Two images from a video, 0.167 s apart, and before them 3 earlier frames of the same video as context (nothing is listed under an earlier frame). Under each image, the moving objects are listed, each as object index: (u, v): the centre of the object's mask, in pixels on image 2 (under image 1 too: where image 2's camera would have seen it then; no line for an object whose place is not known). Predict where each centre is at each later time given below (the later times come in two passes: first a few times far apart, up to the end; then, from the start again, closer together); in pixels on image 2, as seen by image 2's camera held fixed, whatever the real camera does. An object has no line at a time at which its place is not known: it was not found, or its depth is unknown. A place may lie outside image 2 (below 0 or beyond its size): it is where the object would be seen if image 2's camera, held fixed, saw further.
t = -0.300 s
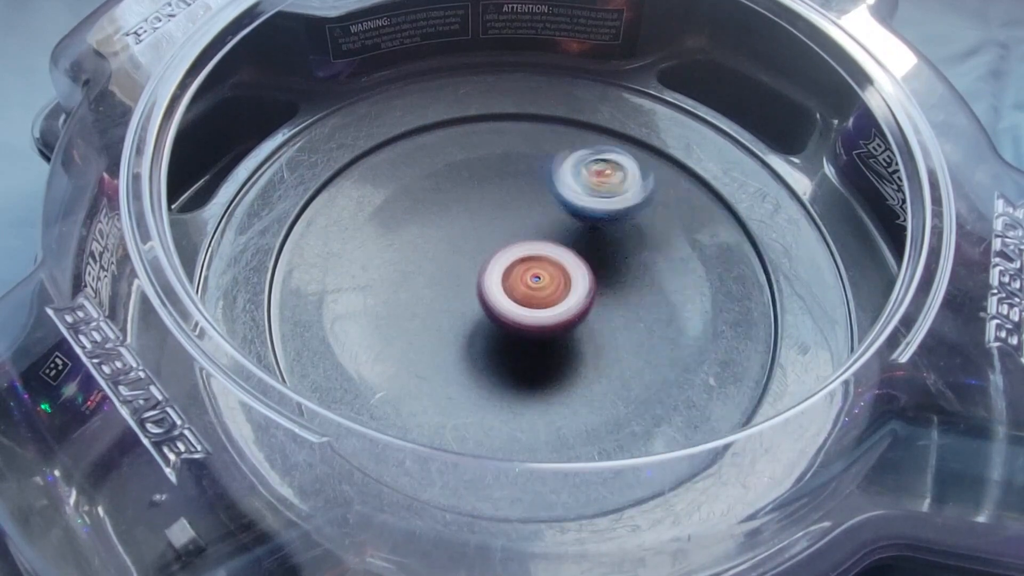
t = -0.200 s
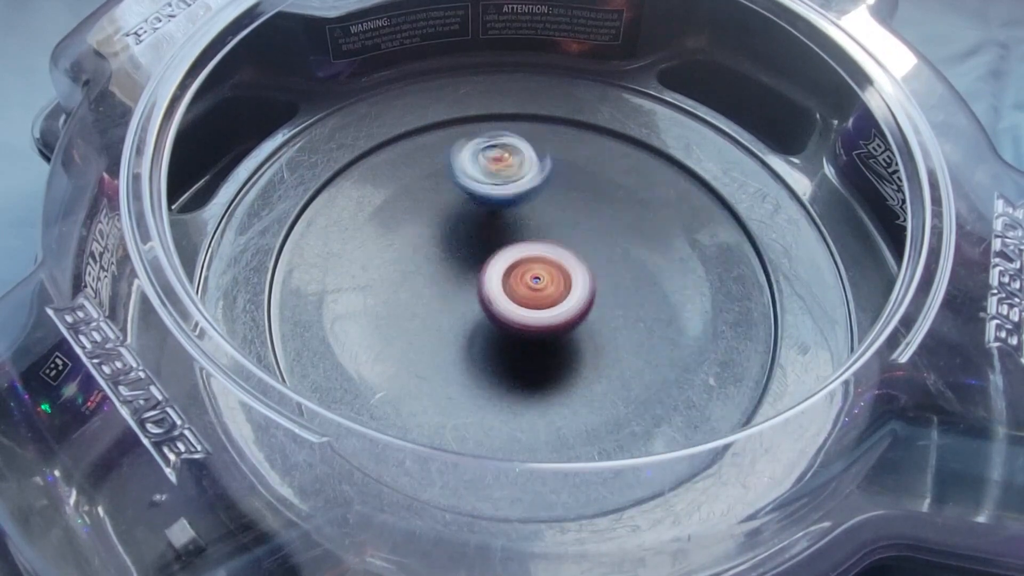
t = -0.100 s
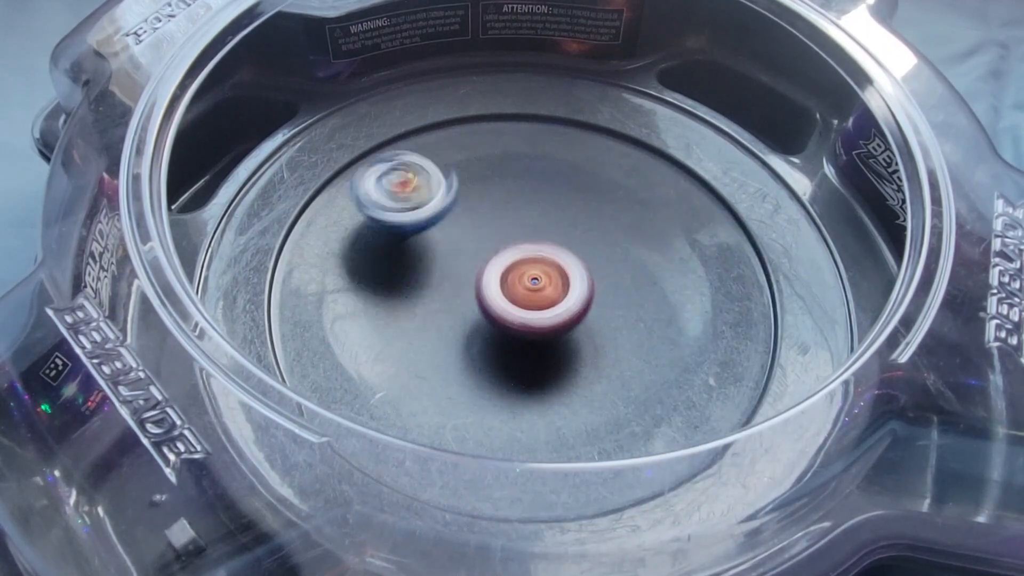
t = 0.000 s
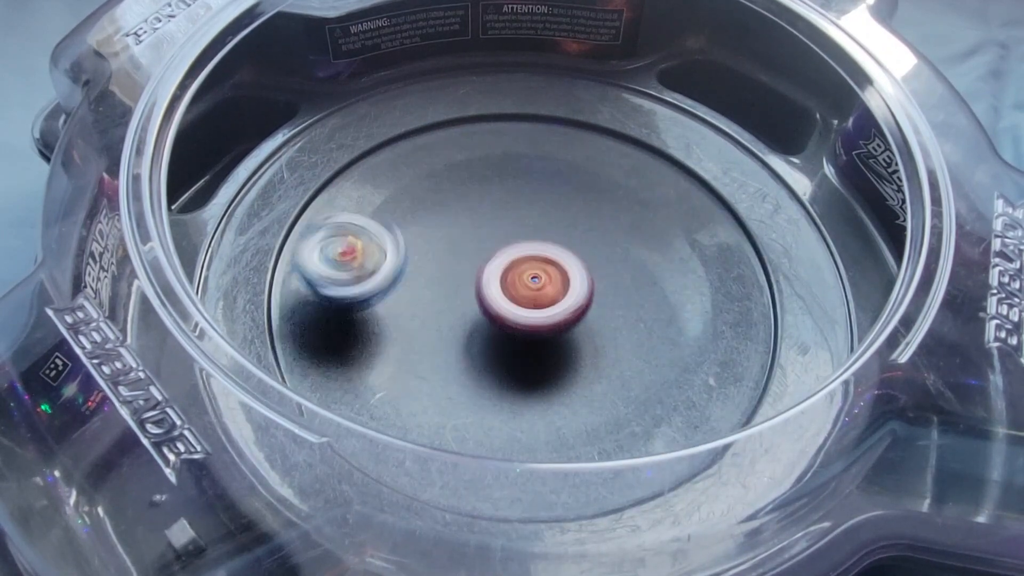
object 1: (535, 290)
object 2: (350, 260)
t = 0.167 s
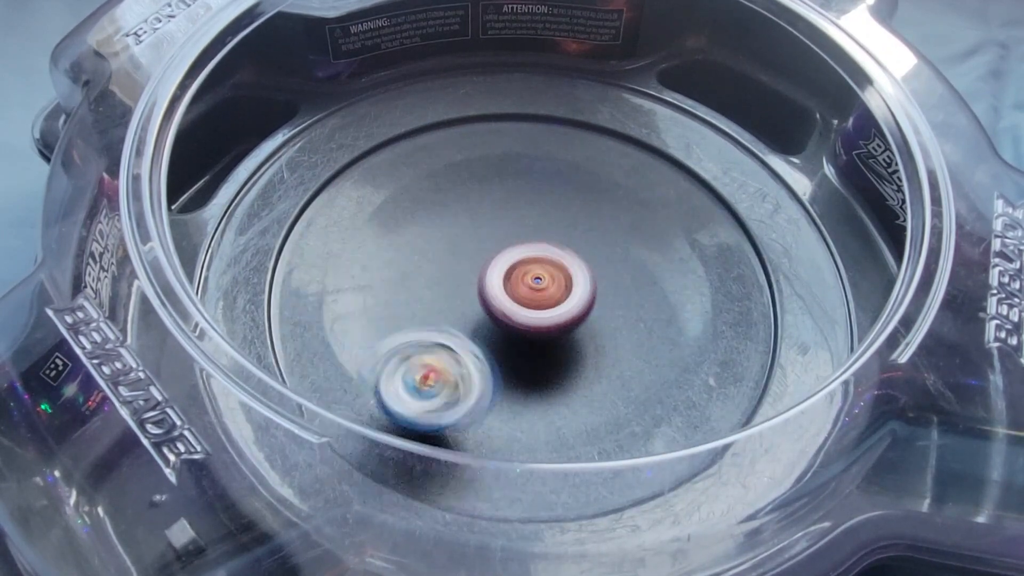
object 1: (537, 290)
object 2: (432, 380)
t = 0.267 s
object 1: (536, 291)
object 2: (557, 396)
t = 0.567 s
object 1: (534, 293)
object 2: (674, 201)
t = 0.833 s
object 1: (537, 293)
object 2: (468, 191)
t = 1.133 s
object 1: (538, 293)
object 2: (474, 403)
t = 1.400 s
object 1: (537, 294)
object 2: (670, 294)
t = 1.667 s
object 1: (538, 292)
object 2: (508, 168)
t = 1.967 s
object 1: (539, 292)
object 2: (434, 327)
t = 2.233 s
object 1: (543, 288)
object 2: (653, 384)
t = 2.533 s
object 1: (519, 282)
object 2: (651, 221)
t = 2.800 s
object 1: (460, 288)
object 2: (637, 213)
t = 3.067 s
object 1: (446, 282)
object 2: (564, 287)
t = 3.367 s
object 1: (461, 274)
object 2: (557, 337)
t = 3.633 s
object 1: (542, 248)
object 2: (554, 333)
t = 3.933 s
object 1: (615, 219)
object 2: (521, 366)
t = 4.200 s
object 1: (599, 269)
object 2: (542, 352)
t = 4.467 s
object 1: (553, 293)
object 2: (496, 349)
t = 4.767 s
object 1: (562, 264)
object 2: (455, 340)
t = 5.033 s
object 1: (589, 232)
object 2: (470, 348)
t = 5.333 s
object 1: (557, 274)
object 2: (469, 345)
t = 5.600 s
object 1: (549, 304)
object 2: (438, 346)
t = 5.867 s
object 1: (578, 296)
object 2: (438, 332)
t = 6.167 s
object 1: (572, 301)
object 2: (450, 339)
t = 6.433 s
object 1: (535, 308)
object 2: (452, 341)
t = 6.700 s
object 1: (534, 295)
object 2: (453, 340)
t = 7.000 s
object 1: (524, 287)
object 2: (446, 330)
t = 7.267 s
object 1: (585, 296)
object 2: (469, 335)
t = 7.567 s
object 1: (598, 290)
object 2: (503, 358)
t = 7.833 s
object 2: (501, 353)
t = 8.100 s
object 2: (500, 354)
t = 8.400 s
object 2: (500, 354)
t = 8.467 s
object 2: (501, 353)
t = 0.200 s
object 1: (537, 291)
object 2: (472, 393)
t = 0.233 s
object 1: (536, 291)
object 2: (515, 398)
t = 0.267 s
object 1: (536, 291)
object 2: (557, 396)
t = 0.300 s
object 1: (534, 291)
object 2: (597, 387)
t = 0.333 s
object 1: (534, 292)
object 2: (634, 369)
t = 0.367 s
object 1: (534, 292)
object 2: (661, 350)
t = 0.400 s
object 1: (534, 292)
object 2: (684, 324)
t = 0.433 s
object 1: (534, 292)
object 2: (697, 297)
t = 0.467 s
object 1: (534, 292)
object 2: (703, 269)
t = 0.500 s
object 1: (534, 293)
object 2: (700, 245)
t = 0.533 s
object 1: (534, 293)
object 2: (689, 221)
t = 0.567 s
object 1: (534, 293)
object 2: (674, 201)
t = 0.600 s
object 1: (535, 293)
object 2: (655, 184)
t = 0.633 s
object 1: (535, 293)
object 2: (629, 170)
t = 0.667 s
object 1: (536, 293)
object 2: (602, 162)
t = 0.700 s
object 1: (536, 293)
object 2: (570, 159)
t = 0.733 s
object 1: (536, 292)
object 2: (538, 162)
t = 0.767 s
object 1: (537, 292)
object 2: (508, 170)
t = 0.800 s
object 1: (537, 293)
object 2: (493, 176)
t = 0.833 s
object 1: (537, 293)
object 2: (468, 191)
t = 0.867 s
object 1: (538, 293)
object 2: (444, 208)
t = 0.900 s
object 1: (538, 293)
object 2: (425, 230)
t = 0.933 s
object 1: (538, 293)
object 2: (412, 254)
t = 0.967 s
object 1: (538, 293)
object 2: (403, 281)
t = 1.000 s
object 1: (537, 293)
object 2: (404, 308)
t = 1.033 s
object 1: (538, 292)
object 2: (405, 335)
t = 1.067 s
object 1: (538, 293)
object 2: (420, 363)
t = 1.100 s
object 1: (538, 293)
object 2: (445, 386)
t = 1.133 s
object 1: (538, 293)
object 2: (474, 403)
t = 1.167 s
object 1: (539, 293)
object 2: (515, 415)
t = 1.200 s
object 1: (538, 293)
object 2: (553, 417)
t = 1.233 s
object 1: (538, 293)
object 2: (591, 413)
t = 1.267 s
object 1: (538, 292)
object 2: (625, 400)
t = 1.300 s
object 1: (538, 293)
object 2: (650, 379)
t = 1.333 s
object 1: (538, 293)
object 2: (666, 353)
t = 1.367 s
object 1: (537, 293)
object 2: (671, 323)
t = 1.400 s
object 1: (537, 294)
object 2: (670, 294)
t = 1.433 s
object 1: (537, 294)
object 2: (662, 269)
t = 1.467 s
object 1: (537, 294)
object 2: (646, 244)
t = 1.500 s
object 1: (536, 293)
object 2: (636, 232)
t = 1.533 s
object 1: (537, 292)
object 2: (615, 213)
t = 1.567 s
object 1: (537, 293)
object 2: (593, 197)
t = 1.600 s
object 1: (538, 293)
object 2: (566, 183)
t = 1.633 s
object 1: (538, 292)
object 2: (539, 174)
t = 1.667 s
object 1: (538, 292)
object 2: (508, 168)
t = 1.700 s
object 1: (537, 293)
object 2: (478, 169)
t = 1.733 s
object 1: (537, 293)
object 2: (452, 174)
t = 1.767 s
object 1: (537, 293)
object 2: (426, 187)
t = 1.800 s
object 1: (537, 293)
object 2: (408, 203)
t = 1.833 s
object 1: (537, 292)
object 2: (393, 226)
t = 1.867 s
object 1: (537, 293)
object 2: (390, 252)
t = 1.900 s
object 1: (537, 292)
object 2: (395, 278)
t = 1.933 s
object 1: (538, 292)
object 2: (411, 305)
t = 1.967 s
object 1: (539, 292)
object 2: (434, 327)
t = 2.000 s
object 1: (541, 290)
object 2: (460, 347)
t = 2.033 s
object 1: (541, 288)
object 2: (484, 366)
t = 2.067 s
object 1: (542, 288)
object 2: (509, 384)
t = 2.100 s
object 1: (543, 287)
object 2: (540, 397)
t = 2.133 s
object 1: (543, 288)
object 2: (574, 403)
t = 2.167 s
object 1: (544, 287)
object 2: (609, 404)
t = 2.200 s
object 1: (543, 287)
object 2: (639, 392)
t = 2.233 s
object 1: (543, 288)
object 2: (653, 384)
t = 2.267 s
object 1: (544, 287)
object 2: (671, 366)
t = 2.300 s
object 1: (543, 287)
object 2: (679, 345)
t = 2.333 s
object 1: (543, 287)
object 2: (679, 319)
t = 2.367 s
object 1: (542, 287)
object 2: (667, 295)
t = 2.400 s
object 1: (541, 287)
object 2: (657, 275)
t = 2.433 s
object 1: (529, 285)
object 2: (659, 262)
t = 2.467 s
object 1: (524, 283)
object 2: (662, 245)
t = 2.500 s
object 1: (521, 282)
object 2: (658, 233)
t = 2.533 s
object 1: (519, 282)
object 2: (651, 221)
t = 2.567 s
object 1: (516, 282)
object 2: (636, 212)
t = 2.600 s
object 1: (515, 282)
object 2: (617, 208)
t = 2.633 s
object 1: (514, 283)
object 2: (600, 207)
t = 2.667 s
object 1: (512, 282)
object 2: (583, 211)
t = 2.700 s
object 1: (489, 286)
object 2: (603, 214)
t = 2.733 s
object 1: (472, 288)
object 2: (610, 214)
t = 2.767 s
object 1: (464, 288)
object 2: (622, 209)
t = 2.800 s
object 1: (460, 288)
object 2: (637, 213)
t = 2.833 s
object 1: (457, 288)
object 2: (637, 228)
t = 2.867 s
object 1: (454, 288)
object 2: (630, 238)
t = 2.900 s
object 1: (453, 287)
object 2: (629, 247)
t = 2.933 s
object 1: (451, 288)
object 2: (625, 253)
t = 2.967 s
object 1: (450, 286)
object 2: (614, 261)
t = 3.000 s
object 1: (450, 286)
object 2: (595, 272)
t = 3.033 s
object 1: (449, 285)
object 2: (575, 281)
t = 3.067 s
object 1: (446, 282)
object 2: (564, 287)
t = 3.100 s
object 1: (435, 277)
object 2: (578, 297)
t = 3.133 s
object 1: (433, 273)
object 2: (584, 309)
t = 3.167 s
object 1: (435, 271)
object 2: (581, 321)
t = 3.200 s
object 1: (438, 271)
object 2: (572, 333)
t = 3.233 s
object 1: (439, 271)
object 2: (567, 336)
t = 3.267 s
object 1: (442, 272)
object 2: (565, 340)
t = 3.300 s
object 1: (447, 271)
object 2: (565, 338)
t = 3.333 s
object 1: (451, 271)
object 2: (561, 339)
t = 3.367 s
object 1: (461, 274)
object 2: (557, 337)
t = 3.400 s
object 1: (470, 272)
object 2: (550, 331)
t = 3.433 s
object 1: (475, 264)
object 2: (560, 342)
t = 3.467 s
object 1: (485, 260)
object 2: (560, 346)
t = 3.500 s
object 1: (493, 255)
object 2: (556, 345)
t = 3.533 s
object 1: (504, 254)
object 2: (553, 342)
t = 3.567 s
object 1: (516, 252)
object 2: (555, 340)
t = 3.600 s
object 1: (528, 252)
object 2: (557, 338)
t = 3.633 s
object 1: (542, 248)
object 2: (554, 333)
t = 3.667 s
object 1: (548, 248)
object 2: (553, 332)
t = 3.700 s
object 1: (563, 238)
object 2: (551, 346)
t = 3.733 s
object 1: (577, 233)
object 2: (546, 353)
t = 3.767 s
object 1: (588, 225)
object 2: (538, 357)
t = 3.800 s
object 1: (596, 221)
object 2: (531, 359)
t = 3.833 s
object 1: (604, 215)
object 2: (525, 362)
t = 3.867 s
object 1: (610, 217)
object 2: (522, 365)
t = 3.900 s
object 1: (614, 216)
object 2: (521, 366)
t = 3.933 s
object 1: (615, 219)
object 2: (521, 366)
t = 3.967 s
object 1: (615, 221)
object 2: (523, 365)
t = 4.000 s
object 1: (614, 225)
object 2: (526, 362)
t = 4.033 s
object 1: (612, 229)
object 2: (530, 359)
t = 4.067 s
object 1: (611, 235)
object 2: (534, 356)
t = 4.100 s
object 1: (609, 240)
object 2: (538, 354)
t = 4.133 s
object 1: (605, 250)
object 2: (540, 352)
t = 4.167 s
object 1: (602, 259)
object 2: (541, 352)
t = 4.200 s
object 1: (599, 269)
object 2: (542, 352)
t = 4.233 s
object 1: (600, 272)
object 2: (535, 358)
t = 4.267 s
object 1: (596, 275)
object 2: (529, 360)
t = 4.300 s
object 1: (591, 276)
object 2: (524, 359)
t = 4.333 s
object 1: (586, 280)
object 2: (519, 356)
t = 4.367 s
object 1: (577, 284)
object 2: (512, 353)
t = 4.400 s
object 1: (572, 286)
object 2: (508, 352)
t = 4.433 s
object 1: (562, 290)
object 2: (501, 350)
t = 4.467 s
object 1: (553, 293)
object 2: (496, 349)
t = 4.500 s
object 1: (548, 295)
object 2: (491, 354)
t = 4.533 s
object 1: (542, 293)
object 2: (488, 355)
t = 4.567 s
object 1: (541, 290)
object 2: (487, 354)
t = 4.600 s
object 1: (535, 288)
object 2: (487, 351)
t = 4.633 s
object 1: (537, 287)
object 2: (482, 345)
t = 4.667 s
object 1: (540, 284)
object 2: (473, 342)
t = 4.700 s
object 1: (551, 280)
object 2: (462, 343)
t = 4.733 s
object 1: (558, 269)
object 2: (457, 341)
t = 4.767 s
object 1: (562, 264)
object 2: (455, 340)
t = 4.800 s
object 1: (567, 252)
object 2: (455, 339)
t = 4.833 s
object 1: (573, 248)
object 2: (456, 339)
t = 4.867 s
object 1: (574, 243)
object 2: (457, 340)
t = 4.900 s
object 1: (578, 234)
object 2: (460, 342)
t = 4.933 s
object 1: (584, 234)
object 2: (463, 343)
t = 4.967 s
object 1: (585, 235)
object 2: (467, 346)
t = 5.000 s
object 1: (587, 232)
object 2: (469, 348)
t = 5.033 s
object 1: (589, 232)
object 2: (470, 348)
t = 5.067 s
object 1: (588, 236)
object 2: (470, 348)
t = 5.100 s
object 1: (585, 237)
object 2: (469, 347)
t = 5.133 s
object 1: (584, 239)
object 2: (468, 346)
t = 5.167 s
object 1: (585, 244)
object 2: (466, 344)
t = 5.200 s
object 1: (577, 250)
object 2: (465, 343)
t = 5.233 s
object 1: (574, 253)
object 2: (465, 343)
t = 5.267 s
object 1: (571, 261)
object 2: (467, 344)
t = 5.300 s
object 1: (562, 268)
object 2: (468, 345)
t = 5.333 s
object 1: (557, 274)
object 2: (469, 345)
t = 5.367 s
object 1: (551, 281)
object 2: (469, 345)
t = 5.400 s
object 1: (539, 290)
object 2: (468, 344)
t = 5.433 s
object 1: (530, 295)
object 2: (468, 343)
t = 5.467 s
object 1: (529, 299)
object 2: (462, 346)
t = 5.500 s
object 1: (528, 304)
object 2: (456, 347)
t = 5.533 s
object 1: (535, 304)
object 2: (445, 350)
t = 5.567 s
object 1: (545, 307)
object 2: (439, 348)
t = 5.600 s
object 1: (549, 304)
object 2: (438, 346)
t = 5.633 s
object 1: (555, 299)
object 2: (437, 343)
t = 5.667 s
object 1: (562, 299)
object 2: (437, 341)
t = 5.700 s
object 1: (567, 298)
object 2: (437, 339)
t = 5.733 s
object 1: (571, 299)
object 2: (437, 337)
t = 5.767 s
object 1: (575, 299)
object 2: (437, 335)
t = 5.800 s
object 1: (578, 299)
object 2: (437, 332)
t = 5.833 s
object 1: (576, 299)
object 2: (437, 332)
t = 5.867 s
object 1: (578, 296)
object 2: (438, 332)
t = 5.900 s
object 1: (583, 295)
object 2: (439, 333)
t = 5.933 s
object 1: (589, 296)
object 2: (440, 334)
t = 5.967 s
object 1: (592, 299)
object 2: (442, 335)
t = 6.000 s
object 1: (591, 300)
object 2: (444, 335)
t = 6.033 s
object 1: (591, 302)
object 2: (446, 337)
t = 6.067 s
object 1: (588, 304)
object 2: (447, 338)
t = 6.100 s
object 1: (583, 305)
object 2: (448, 338)
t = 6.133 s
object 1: (575, 305)
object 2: (449, 339)
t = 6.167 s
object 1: (572, 301)
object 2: (450, 339)
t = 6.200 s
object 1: (572, 300)
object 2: (450, 341)
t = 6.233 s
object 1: (570, 304)
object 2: (451, 342)
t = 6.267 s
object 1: (565, 309)
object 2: (452, 343)
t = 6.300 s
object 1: (554, 307)
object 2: (452, 342)
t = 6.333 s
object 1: (548, 303)
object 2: (452, 341)
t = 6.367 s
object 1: (546, 301)
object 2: (452, 340)
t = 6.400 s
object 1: (542, 305)
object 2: (452, 341)
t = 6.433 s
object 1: (535, 308)
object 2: (452, 341)
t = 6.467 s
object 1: (531, 307)
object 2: (450, 340)
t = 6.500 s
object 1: (530, 305)
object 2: (450, 340)
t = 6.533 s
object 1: (529, 304)
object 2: (451, 339)
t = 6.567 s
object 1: (530, 302)
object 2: (451, 339)
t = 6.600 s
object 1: (533, 299)
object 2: (452, 340)
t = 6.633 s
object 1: (538, 297)
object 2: (454, 340)
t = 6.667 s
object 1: (539, 296)
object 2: (454, 340)
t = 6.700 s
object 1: (534, 295)
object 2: (453, 340)
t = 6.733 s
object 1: (528, 292)
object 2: (454, 340)
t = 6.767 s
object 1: (524, 288)
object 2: (454, 340)
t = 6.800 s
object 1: (520, 284)
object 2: (454, 340)
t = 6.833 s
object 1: (521, 282)
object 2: (455, 340)
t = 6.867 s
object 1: (523, 280)
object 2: (455, 339)
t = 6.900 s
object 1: (523, 282)
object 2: (455, 339)
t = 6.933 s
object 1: (520, 285)
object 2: (455, 339)
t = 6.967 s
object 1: (517, 287)
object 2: (453, 337)
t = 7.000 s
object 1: (524, 287)
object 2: (446, 330)
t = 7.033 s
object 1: (535, 285)
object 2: (438, 330)
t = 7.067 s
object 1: (549, 286)
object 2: (436, 328)
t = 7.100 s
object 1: (559, 289)
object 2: (437, 328)
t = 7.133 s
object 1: (566, 290)
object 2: (442, 328)
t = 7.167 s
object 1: (573, 293)
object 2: (449, 328)
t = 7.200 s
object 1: (578, 296)
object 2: (458, 332)
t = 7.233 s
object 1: (583, 296)
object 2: (466, 334)
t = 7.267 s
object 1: (585, 296)
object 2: (469, 335)
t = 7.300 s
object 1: (588, 296)
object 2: (476, 338)
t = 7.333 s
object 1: (588, 295)
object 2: (481, 342)
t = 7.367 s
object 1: (589, 293)
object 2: (486, 344)
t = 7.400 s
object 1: (590, 292)
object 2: (489, 348)
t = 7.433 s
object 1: (592, 290)
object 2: (494, 351)
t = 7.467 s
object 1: (595, 290)
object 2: (499, 355)
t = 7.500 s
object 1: (597, 290)
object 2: (502, 359)
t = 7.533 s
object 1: (599, 290)
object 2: (503, 359)
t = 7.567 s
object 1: (598, 290)
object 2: (503, 358)
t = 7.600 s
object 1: (597, 290)
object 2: (501, 355)
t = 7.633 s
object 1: (597, 290)
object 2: (500, 354)
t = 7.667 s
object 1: (596, 290)
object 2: (499, 354)
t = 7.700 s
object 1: (597, 291)
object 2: (499, 354)
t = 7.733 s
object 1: (598, 291)
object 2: (500, 354)
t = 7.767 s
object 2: (500, 354)
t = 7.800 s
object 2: (500, 354)
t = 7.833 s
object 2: (501, 353)
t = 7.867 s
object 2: (501, 354)
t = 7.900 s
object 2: (500, 354)
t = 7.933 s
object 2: (500, 354)
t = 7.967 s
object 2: (501, 354)
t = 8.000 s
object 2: (501, 353)
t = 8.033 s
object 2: (500, 354)
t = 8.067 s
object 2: (501, 353)
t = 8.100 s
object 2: (500, 354)
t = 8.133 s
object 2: (500, 354)
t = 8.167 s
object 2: (501, 354)
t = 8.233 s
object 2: (501, 353)
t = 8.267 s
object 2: (500, 354)
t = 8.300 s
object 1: (600, 295)
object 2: (501, 353)
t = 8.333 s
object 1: (600, 295)
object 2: (500, 354)
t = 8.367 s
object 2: (500, 354)
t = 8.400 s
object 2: (500, 354)
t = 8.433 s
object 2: (501, 353)
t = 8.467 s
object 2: (501, 353)
